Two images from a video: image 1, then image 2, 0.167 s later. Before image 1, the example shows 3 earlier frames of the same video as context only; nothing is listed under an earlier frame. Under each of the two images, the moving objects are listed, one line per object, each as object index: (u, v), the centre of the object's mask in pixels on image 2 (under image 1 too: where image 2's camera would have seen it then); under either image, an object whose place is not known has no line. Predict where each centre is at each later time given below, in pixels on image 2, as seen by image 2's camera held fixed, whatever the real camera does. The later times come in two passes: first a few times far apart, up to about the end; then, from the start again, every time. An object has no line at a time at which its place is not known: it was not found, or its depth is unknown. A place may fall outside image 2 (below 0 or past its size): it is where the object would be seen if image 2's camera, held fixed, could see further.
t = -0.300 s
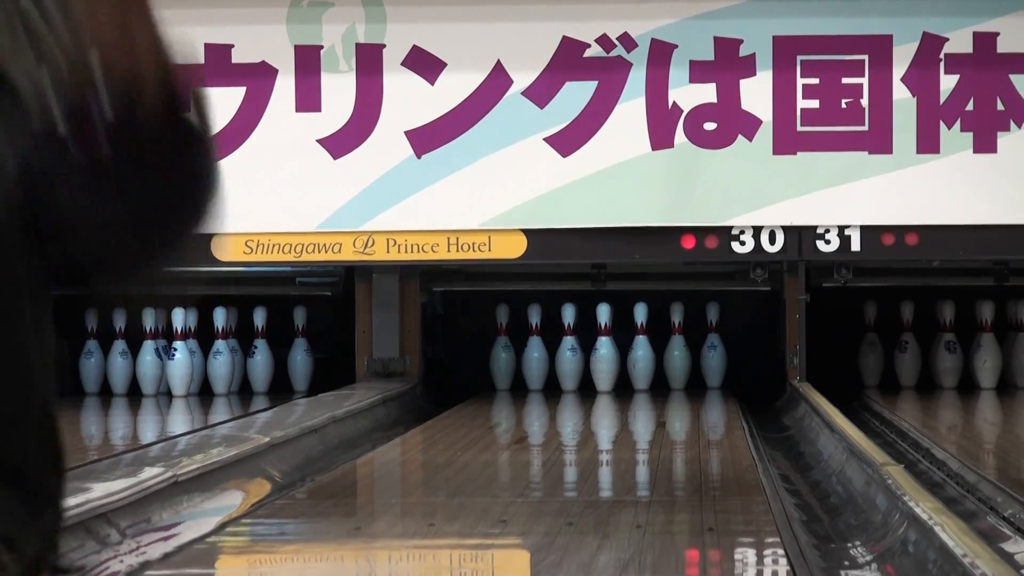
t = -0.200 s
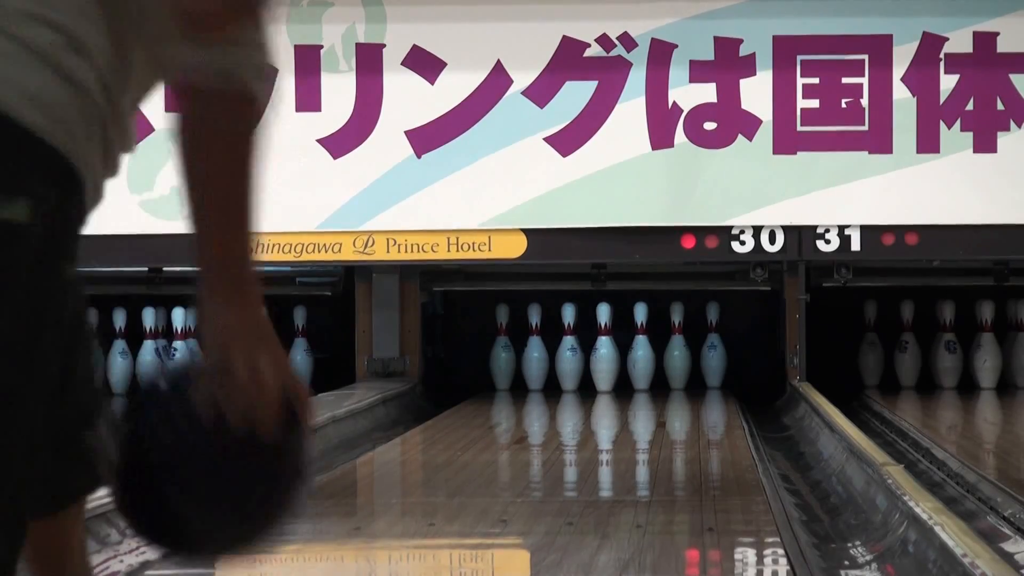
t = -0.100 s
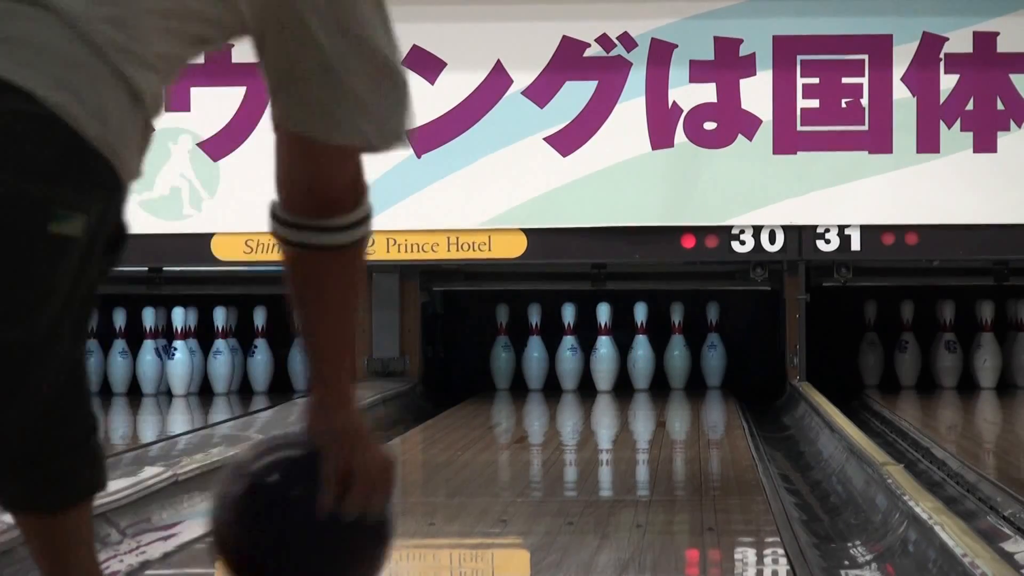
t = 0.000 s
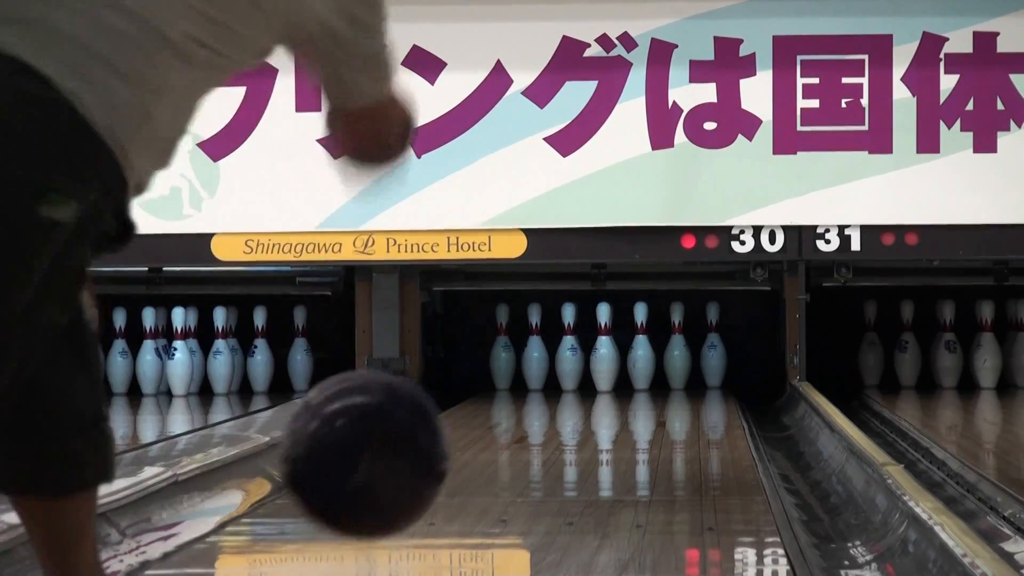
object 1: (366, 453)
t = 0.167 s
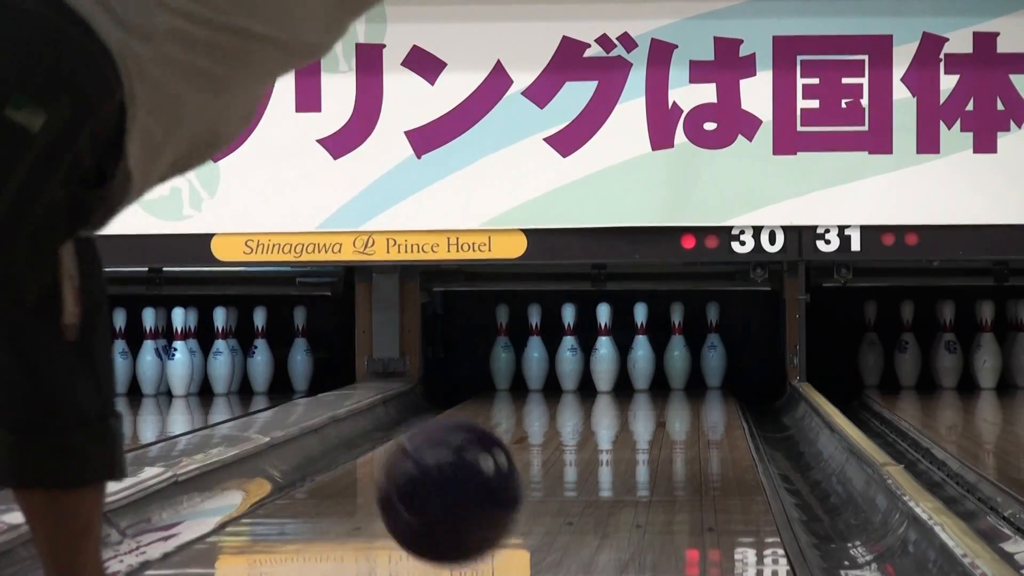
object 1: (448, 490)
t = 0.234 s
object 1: (478, 508)
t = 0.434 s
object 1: (544, 485)
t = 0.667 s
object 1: (600, 457)
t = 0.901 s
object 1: (641, 437)
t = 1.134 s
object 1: (671, 421)
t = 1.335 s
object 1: (689, 410)
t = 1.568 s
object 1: (702, 398)
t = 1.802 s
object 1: (709, 389)
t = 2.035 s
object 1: (704, 382)
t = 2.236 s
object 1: (691, 377)
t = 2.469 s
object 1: (666, 373)
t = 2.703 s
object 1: (641, 369)
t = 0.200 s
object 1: (464, 516)
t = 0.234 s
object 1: (478, 508)
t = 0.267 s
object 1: (490, 500)
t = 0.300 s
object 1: (502, 498)
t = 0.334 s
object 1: (513, 498)
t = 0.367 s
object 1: (525, 494)
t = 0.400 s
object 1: (534, 489)
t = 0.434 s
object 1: (544, 485)
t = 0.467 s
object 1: (554, 481)
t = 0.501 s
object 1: (563, 476)
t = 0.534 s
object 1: (571, 473)
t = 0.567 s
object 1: (579, 468)
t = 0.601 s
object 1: (586, 464)
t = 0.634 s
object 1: (594, 461)
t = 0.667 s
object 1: (600, 457)
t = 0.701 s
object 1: (607, 454)
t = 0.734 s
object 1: (614, 451)
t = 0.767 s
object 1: (620, 448)
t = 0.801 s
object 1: (625, 445)
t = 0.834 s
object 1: (631, 442)
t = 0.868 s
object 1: (636, 440)
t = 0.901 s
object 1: (641, 437)
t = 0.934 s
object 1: (645, 435)
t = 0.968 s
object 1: (651, 432)
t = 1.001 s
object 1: (655, 430)
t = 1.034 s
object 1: (659, 428)
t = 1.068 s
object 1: (664, 425)
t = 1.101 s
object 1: (668, 424)
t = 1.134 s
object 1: (671, 421)
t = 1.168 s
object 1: (674, 420)
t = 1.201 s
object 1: (677, 417)
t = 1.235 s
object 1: (681, 415)
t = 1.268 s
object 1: (684, 413)
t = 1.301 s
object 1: (687, 411)
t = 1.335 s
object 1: (689, 410)
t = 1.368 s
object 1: (692, 408)
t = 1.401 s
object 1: (694, 406)
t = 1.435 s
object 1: (696, 405)
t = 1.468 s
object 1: (698, 403)
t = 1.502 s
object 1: (699, 401)
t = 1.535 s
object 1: (701, 399)
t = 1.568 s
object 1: (702, 398)
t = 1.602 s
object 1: (704, 397)
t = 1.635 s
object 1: (705, 395)
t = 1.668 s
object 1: (706, 394)
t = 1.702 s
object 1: (707, 393)
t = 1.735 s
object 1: (708, 392)
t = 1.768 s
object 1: (708, 390)
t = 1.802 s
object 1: (709, 389)
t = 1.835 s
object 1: (709, 388)
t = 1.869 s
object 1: (709, 387)
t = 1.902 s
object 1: (709, 386)
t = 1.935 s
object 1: (708, 385)
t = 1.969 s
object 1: (707, 384)
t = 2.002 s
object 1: (706, 383)
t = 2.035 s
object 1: (704, 382)
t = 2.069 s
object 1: (703, 381)
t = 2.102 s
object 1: (701, 380)
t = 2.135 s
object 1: (699, 379)
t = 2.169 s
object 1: (697, 379)
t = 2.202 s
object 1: (694, 378)
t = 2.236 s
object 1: (691, 377)
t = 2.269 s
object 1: (688, 376)
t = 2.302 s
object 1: (685, 376)
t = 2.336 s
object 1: (682, 376)
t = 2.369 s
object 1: (678, 375)
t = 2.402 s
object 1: (674, 374)
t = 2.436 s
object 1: (670, 373)
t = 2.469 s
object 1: (666, 373)
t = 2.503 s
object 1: (663, 372)
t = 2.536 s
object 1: (659, 371)
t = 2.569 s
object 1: (656, 371)
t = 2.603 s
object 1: (652, 371)
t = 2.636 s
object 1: (648, 370)
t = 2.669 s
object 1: (645, 369)
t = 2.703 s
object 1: (641, 369)
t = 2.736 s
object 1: (638, 368)
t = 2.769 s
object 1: (639, 368)
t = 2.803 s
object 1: (640, 367)
